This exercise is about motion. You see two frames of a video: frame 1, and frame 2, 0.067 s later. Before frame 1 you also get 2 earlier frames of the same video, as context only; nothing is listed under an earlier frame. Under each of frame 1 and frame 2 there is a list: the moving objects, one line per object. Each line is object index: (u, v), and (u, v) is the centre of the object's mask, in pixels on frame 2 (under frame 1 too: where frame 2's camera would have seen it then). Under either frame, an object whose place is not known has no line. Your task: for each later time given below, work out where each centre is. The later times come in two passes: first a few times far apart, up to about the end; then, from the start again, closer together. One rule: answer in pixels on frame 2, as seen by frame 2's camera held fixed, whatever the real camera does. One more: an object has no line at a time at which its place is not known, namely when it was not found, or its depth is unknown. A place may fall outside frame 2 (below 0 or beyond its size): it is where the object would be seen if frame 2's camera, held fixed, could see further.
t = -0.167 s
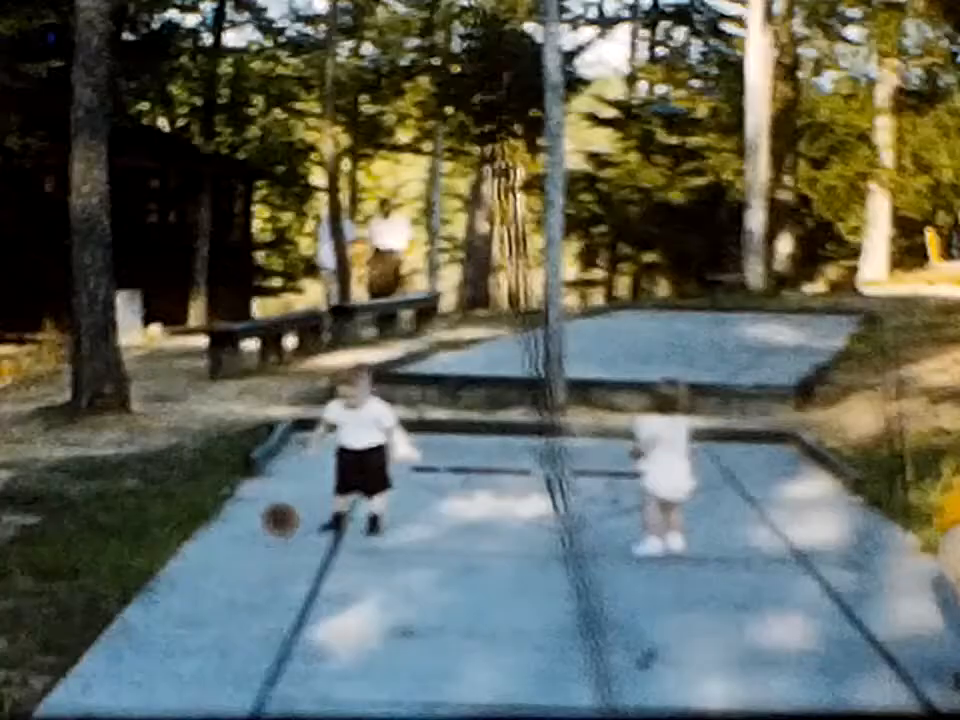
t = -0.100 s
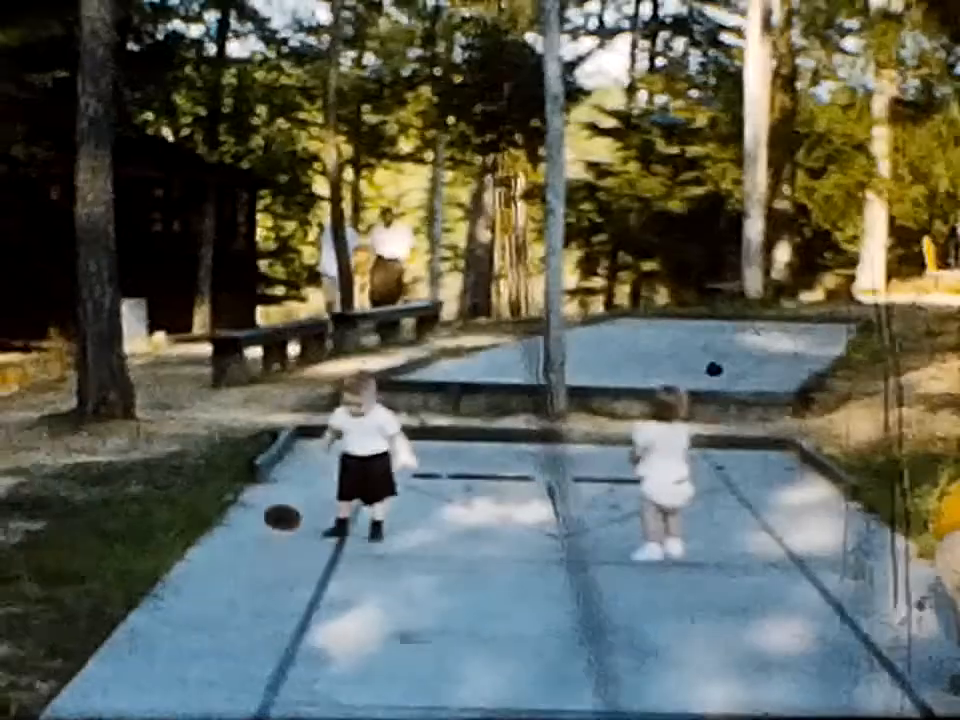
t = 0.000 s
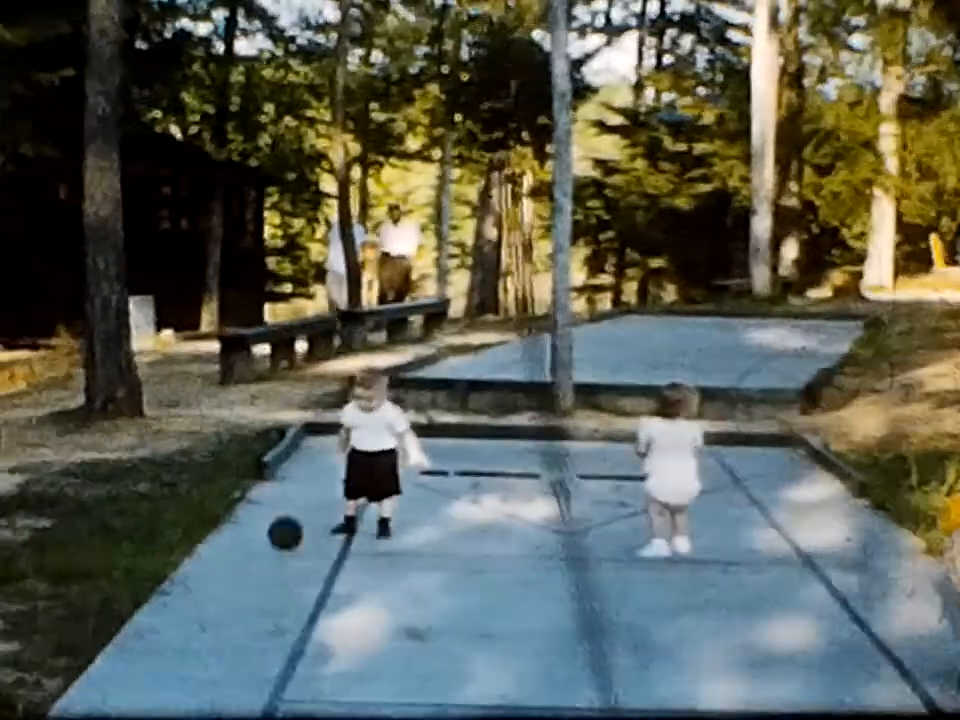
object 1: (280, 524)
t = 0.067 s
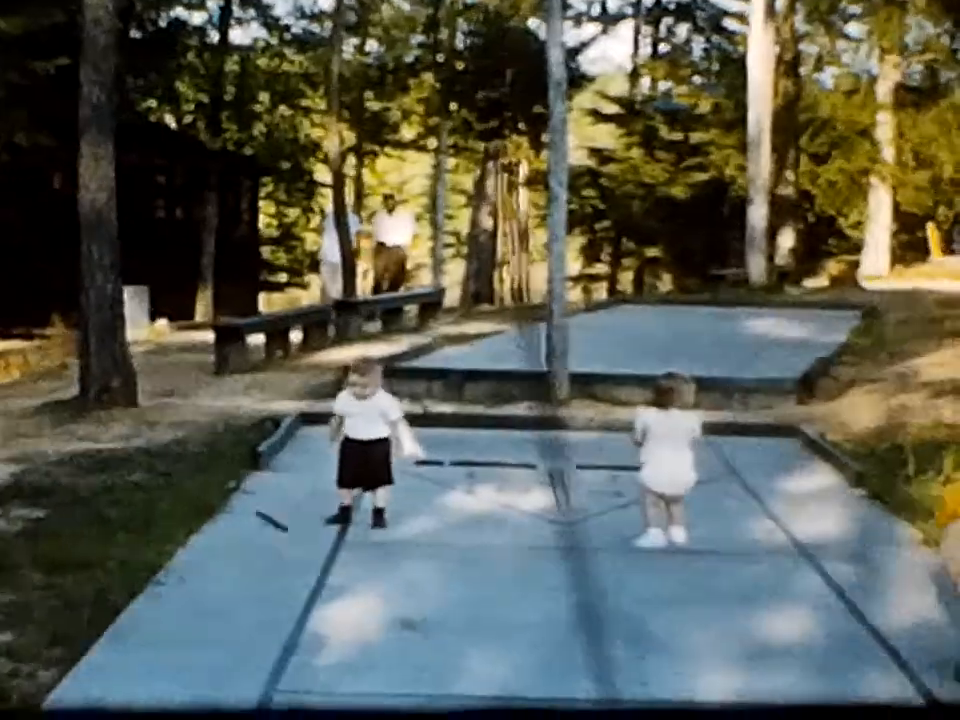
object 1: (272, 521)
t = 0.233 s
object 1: (258, 537)
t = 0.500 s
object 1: (272, 558)
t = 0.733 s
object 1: (286, 571)
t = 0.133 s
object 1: (261, 535)
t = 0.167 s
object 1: (257, 539)
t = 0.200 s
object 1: (257, 541)
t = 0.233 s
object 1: (258, 537)
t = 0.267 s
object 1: (259, 540)
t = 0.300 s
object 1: (260, 545)
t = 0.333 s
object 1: (260, 546)
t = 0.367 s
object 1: (260, 551)
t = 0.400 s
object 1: (263, 553)
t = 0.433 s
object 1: (266, 554)
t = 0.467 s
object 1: (269, 557)
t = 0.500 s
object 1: (272, 558)
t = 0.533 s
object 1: (273, 559)
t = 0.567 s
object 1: (276, 562)
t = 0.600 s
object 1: (278, 564)
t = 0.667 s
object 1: (283, 567)
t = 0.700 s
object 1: (285, 569)
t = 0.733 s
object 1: (286, 571)
